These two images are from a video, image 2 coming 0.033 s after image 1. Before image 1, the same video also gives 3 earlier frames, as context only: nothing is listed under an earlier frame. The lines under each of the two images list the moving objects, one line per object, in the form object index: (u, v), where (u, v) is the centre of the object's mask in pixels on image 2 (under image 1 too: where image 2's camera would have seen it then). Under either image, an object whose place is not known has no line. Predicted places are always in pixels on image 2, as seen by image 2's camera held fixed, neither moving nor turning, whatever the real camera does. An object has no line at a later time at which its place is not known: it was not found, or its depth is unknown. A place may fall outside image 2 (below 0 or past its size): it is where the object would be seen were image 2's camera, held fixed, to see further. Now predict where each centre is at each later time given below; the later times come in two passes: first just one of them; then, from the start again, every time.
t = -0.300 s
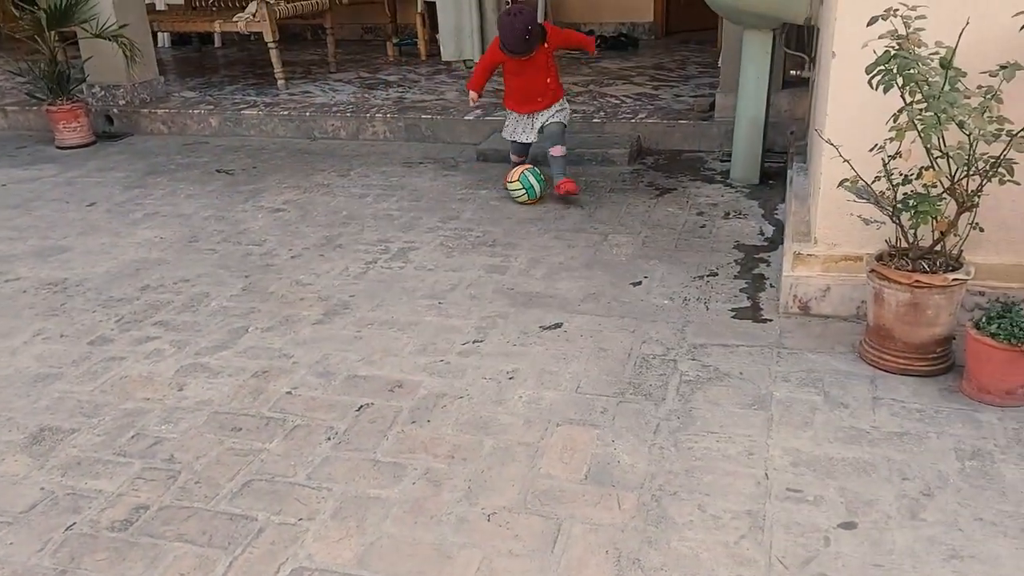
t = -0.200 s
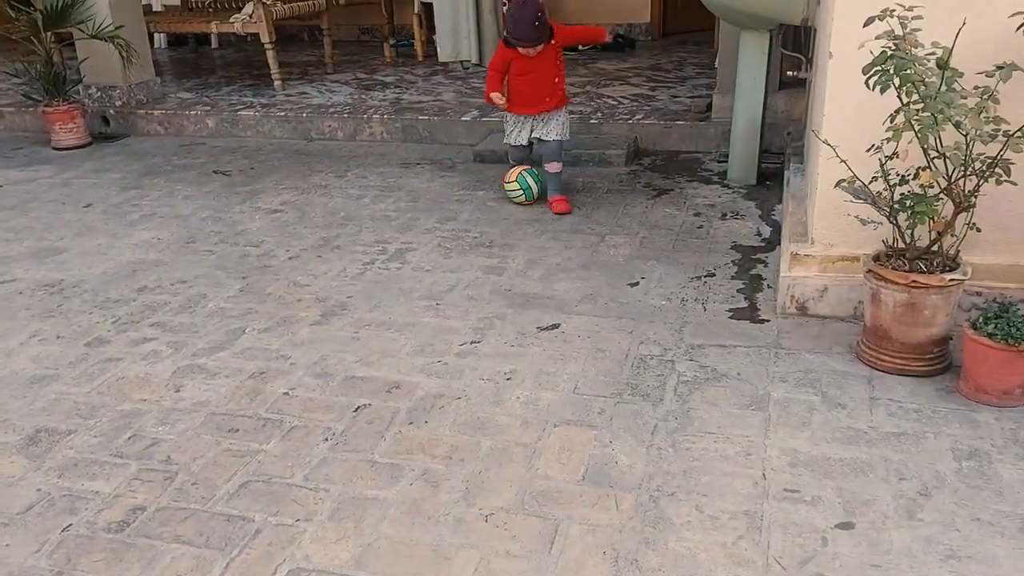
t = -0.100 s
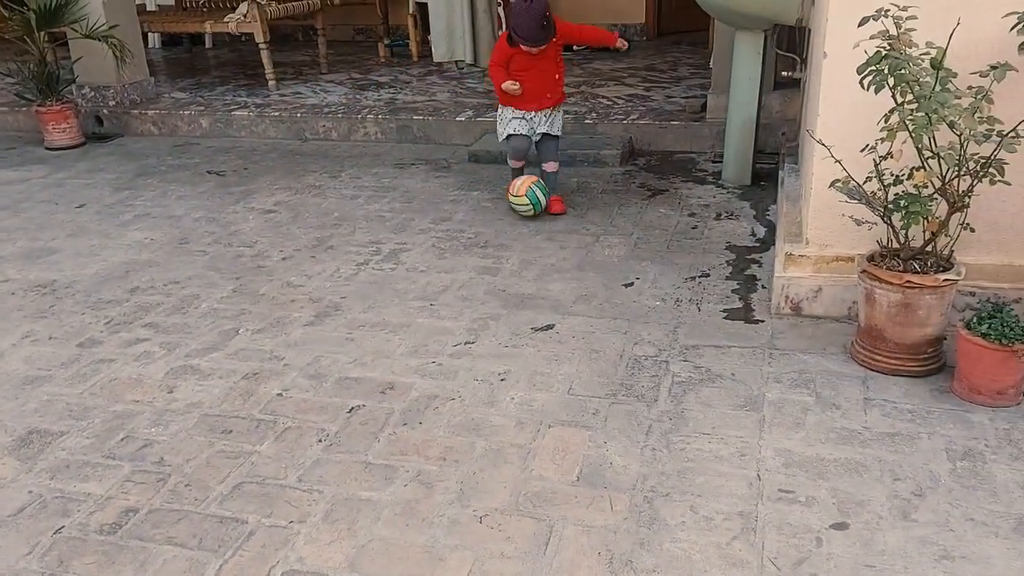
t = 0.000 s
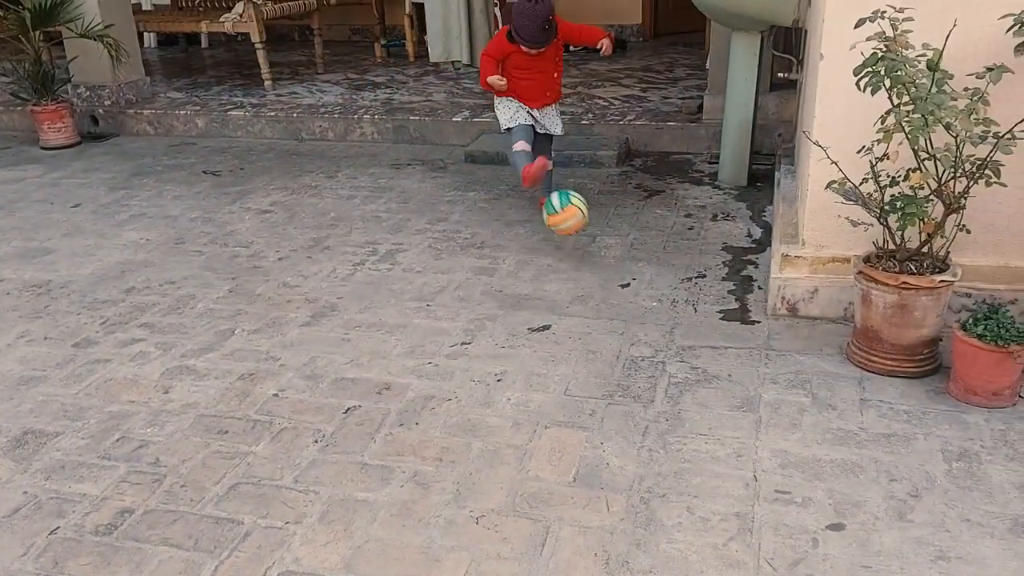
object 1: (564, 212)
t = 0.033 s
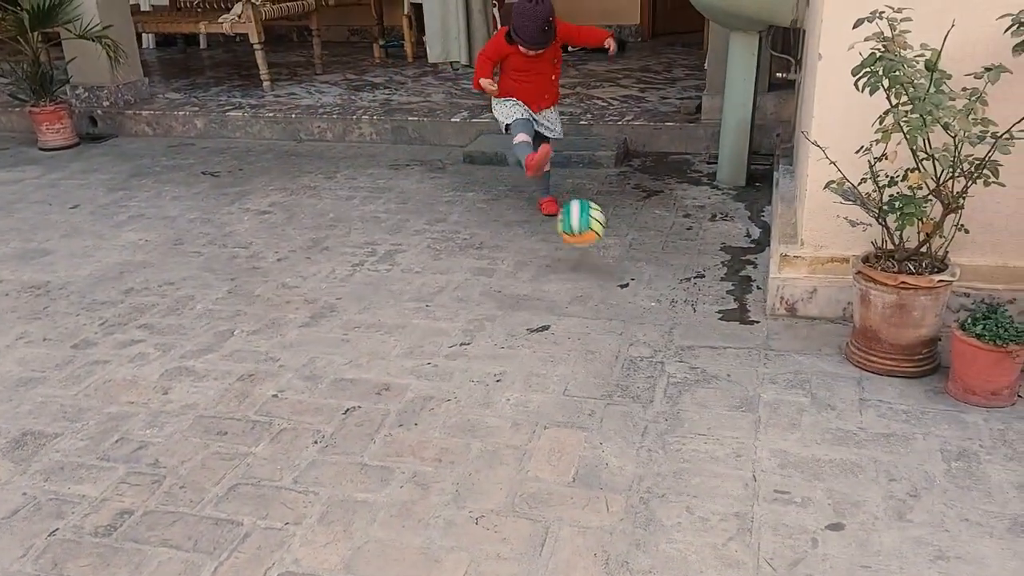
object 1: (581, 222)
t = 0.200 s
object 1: (681, 354)
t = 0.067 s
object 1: (599, 237)
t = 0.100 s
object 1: (617, 258)
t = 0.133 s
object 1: (638, 282)
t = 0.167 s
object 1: (659, 315)
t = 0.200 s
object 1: (681, 354)
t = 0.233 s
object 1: (699, 365)
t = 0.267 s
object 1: (715, 366)
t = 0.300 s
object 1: (734, 370)
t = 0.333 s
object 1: (753, 377)
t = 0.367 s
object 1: (775, 393)
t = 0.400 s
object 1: (797, 412)
